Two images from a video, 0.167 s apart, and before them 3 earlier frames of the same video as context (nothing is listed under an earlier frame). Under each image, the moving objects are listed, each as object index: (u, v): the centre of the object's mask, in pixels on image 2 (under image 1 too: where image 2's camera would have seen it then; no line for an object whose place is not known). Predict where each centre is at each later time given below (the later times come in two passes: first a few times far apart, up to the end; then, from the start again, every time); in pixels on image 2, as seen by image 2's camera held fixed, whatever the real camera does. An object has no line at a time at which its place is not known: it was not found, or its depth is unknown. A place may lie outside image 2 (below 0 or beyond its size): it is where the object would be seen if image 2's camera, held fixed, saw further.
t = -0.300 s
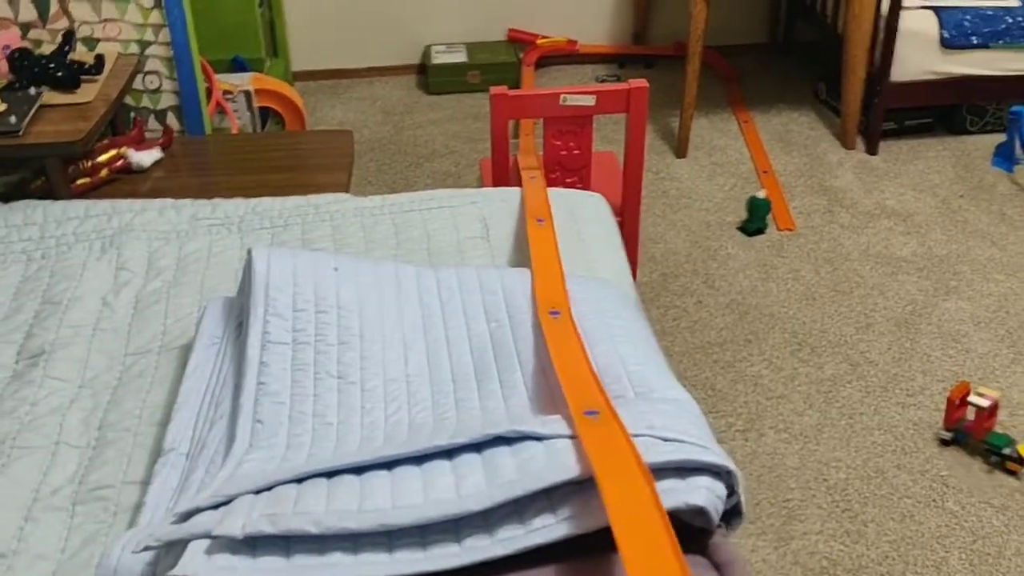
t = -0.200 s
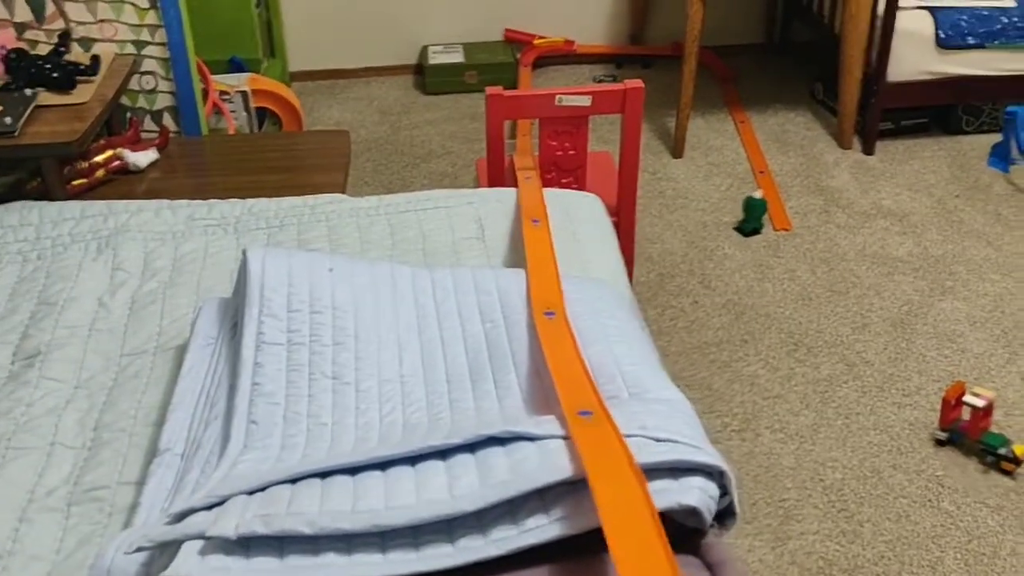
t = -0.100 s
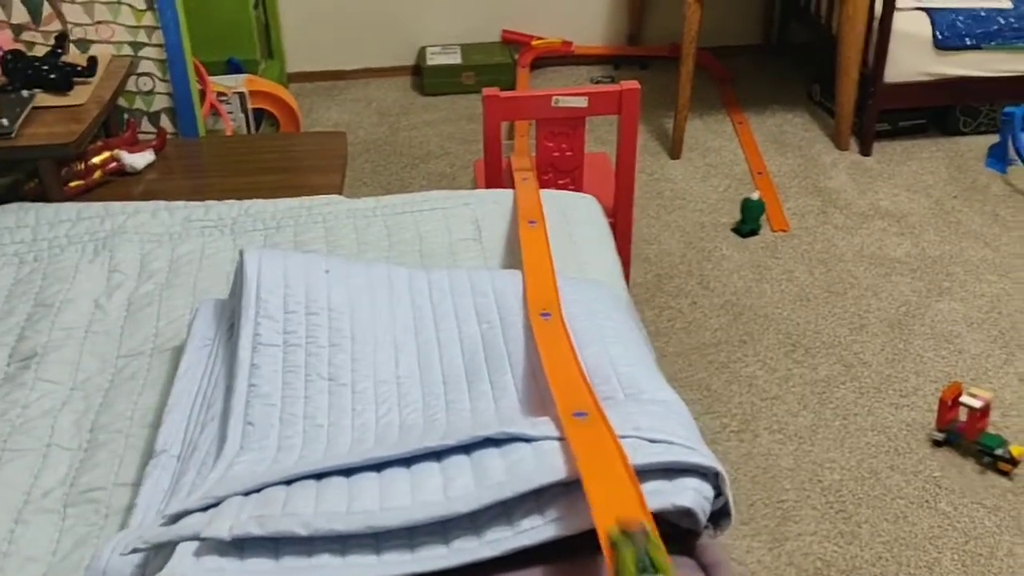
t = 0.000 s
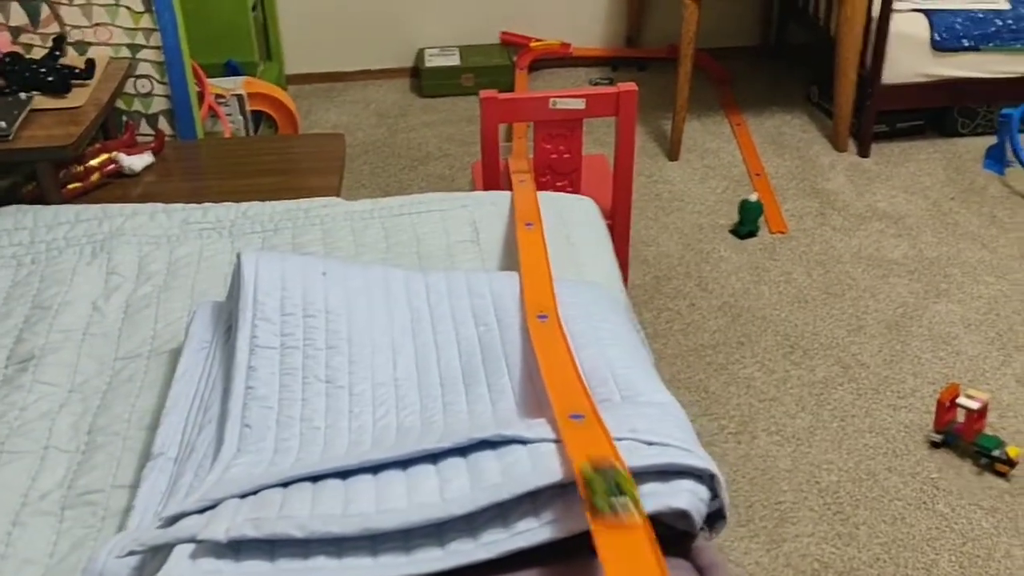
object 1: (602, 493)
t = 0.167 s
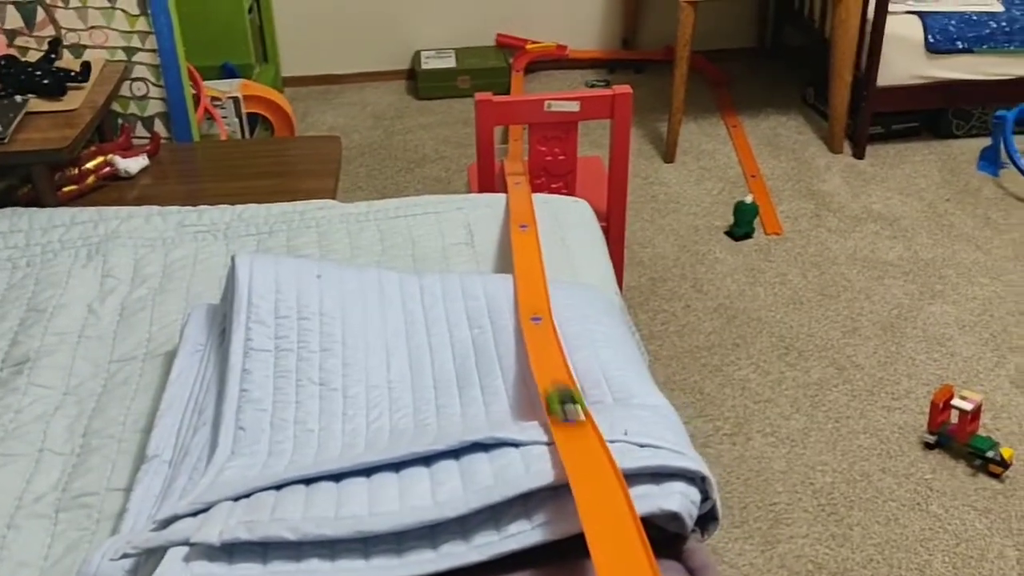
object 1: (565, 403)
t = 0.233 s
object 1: (554, 372)
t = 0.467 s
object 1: (527, 246)
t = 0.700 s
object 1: (517, 174)
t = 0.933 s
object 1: (514, 156)
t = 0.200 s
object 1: (559, 388)
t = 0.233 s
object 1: (554, 372)
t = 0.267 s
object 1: (548, 356)
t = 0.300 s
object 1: (543, 339)
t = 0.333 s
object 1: (538, 321)
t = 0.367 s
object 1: (535, 304)
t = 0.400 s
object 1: (533, 282)
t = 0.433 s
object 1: (530, 264)
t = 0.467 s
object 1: (527, 246)
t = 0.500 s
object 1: (525, 233)
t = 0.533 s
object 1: (523, 221)
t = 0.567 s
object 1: (522, 209)
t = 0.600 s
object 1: (521, 198)
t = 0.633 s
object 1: (521, 190)
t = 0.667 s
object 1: (519, 182)
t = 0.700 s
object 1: (517, 174)
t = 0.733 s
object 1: (515, 170)
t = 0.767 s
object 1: (514, 163)
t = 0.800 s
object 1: (515, 157)
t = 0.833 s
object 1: (514, 154)
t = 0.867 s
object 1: (514, 154)
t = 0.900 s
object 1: (515, 155)
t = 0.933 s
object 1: (514, 156)
